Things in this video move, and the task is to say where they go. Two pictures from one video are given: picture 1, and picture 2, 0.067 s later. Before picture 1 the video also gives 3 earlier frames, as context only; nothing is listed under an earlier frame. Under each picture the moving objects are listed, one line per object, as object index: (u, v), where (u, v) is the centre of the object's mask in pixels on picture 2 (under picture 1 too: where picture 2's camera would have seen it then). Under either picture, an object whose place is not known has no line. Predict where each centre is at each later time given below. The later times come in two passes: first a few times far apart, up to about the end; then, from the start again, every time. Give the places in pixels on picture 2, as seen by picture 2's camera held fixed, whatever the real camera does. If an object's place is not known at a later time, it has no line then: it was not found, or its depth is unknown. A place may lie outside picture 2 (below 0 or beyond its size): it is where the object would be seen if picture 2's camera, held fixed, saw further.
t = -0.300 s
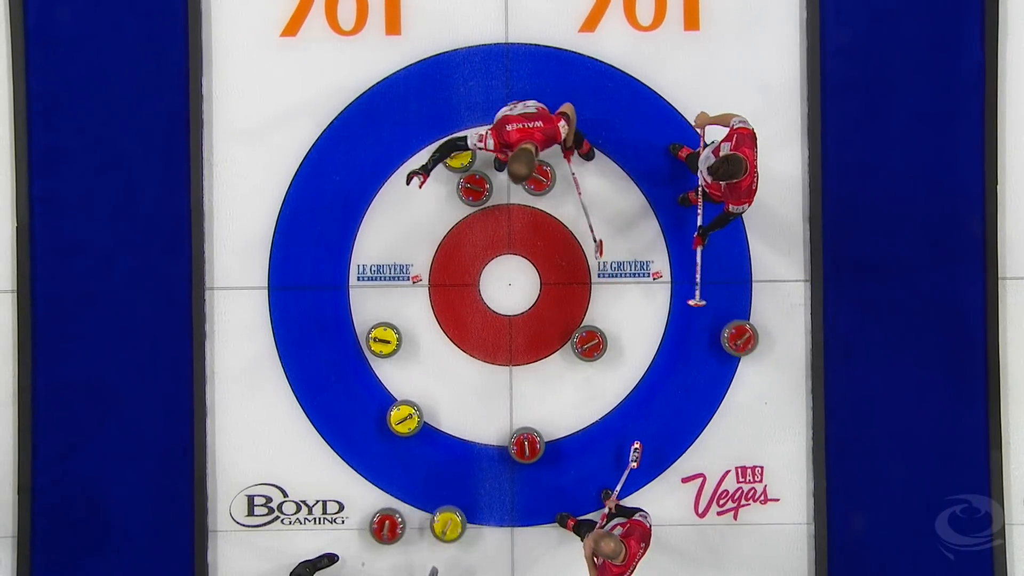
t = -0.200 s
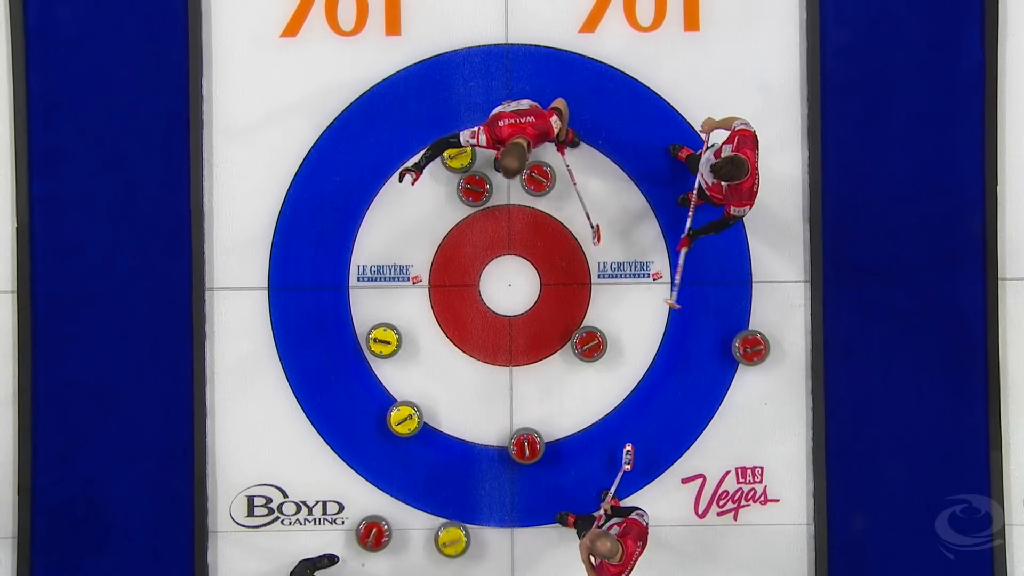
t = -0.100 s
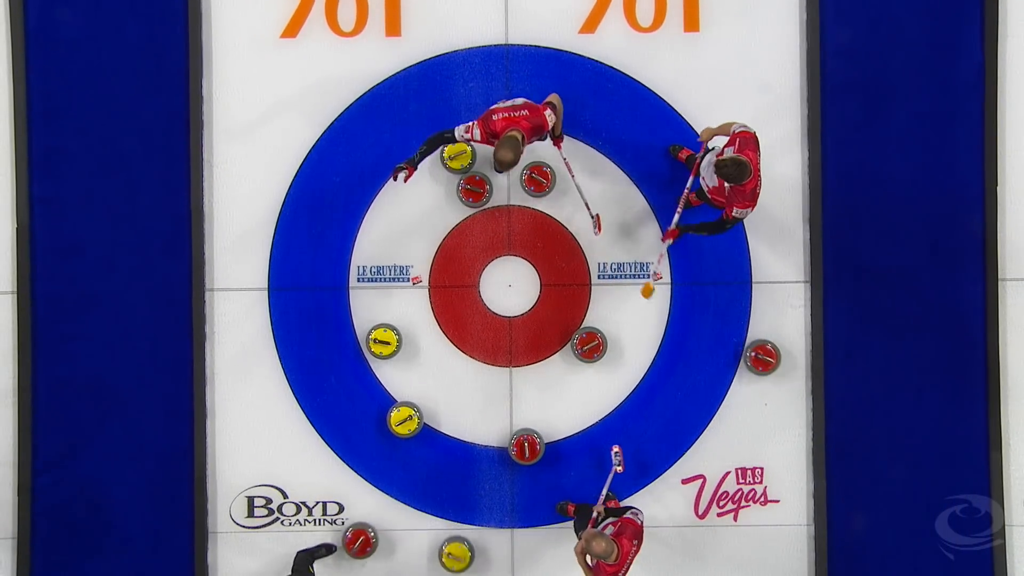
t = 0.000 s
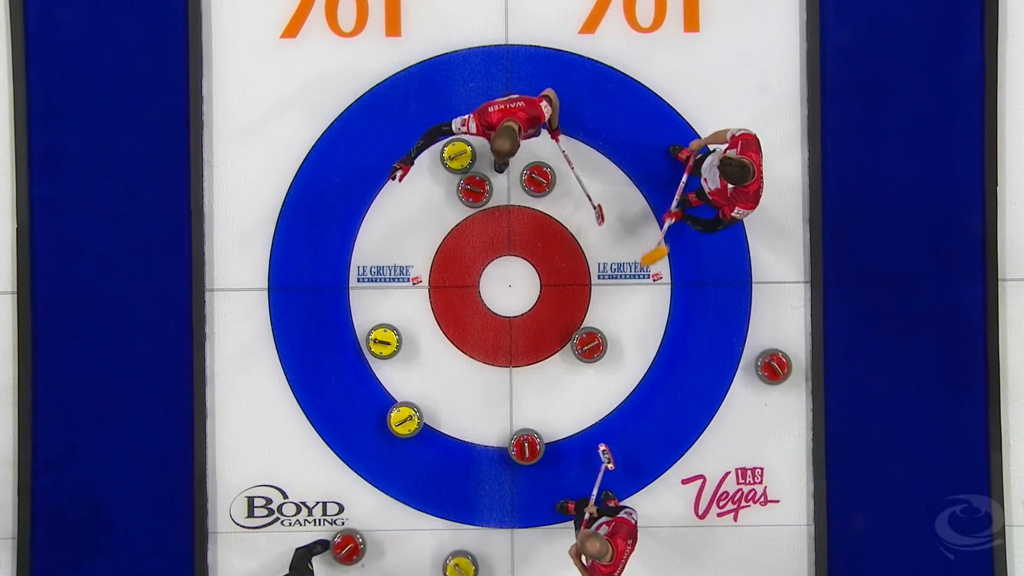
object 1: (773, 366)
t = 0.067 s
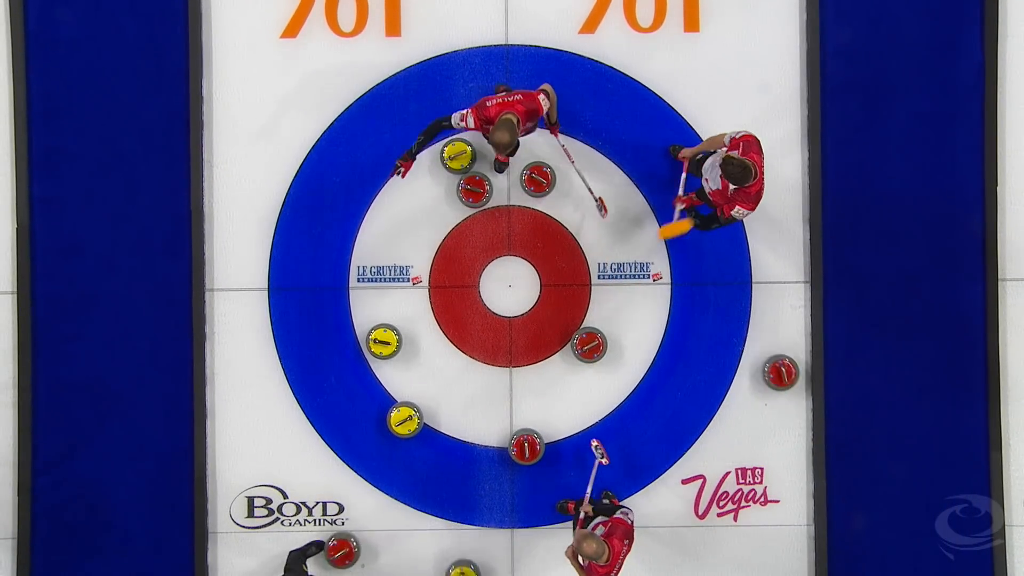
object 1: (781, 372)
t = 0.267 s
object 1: (801, 390)
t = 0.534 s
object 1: (797, 393)
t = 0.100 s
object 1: (784, 375)
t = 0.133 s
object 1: (787, 378)
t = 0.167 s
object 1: (791, 381)
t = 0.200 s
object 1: (795, 384)
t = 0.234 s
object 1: (798, 387)
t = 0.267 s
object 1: (801, 390)
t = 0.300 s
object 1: (803, 391)
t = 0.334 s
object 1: (804, 392)
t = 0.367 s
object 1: (803, 392)
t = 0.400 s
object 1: (802, 392)
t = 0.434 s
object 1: (801, 393)
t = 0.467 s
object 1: (800, 393)
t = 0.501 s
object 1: (798, 393)
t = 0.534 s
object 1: (797, 393)
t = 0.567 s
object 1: (796, 394)
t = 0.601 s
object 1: (795, 394)
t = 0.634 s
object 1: (793, 394)
